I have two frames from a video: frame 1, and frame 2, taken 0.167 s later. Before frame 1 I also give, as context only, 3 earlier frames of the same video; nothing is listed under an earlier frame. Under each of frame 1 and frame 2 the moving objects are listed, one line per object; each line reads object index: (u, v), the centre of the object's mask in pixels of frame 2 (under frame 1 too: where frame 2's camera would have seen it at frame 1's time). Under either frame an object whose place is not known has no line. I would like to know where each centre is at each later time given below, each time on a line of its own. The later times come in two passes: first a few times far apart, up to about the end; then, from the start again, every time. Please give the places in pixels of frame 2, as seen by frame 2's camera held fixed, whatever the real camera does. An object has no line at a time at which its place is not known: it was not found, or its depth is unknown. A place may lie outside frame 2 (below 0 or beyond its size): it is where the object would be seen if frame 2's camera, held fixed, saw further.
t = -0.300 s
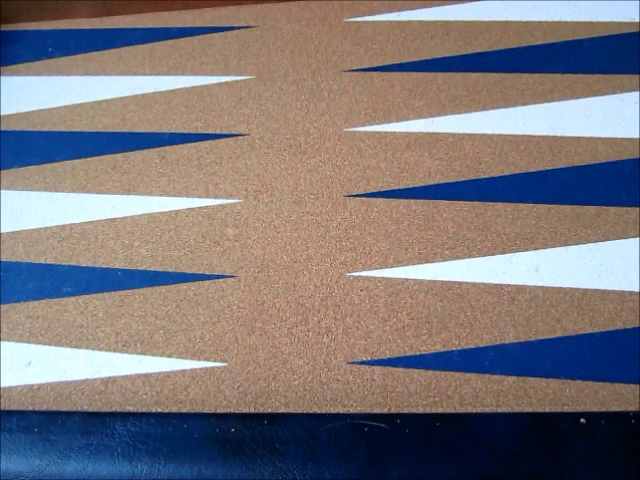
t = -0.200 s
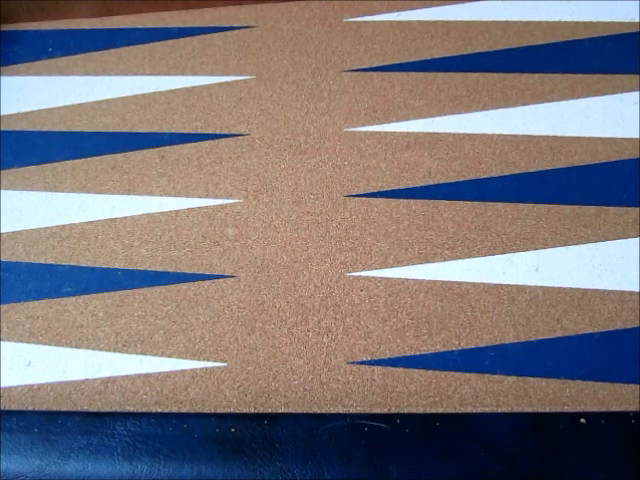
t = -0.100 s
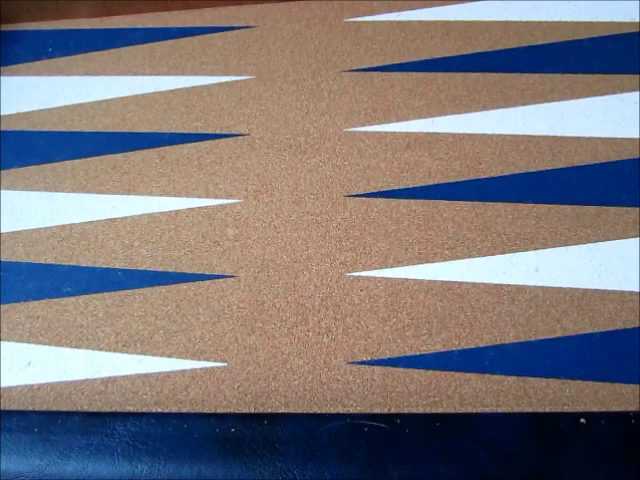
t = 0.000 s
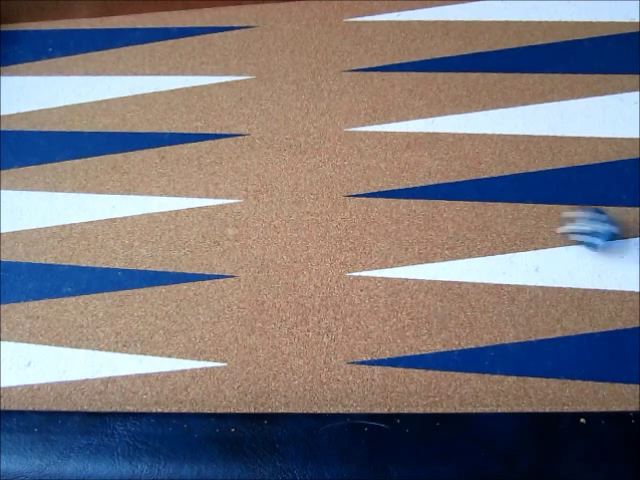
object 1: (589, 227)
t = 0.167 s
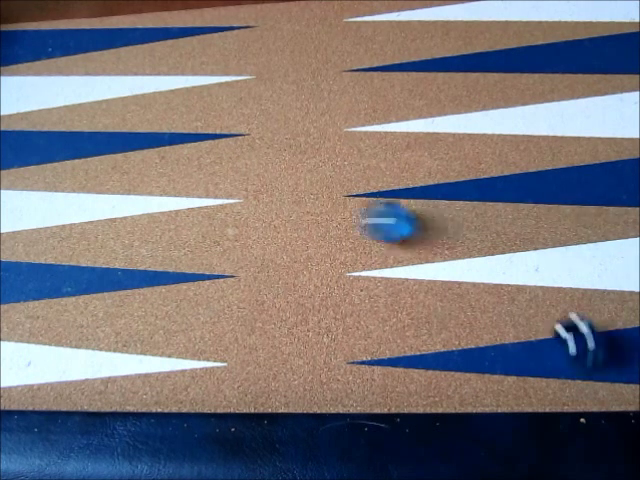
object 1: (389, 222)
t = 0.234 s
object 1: (317, 218)
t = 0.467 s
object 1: (92, 218)
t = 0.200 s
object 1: (351, 221)
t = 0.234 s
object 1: (317, 218)
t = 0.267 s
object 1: (284, 219)
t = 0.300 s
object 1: (248, 220)
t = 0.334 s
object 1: (214, 219)
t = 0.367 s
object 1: (183, 218)
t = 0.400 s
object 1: (154, 215)
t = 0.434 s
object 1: (122, 216)
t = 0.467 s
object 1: (92, 218)
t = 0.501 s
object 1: (67, 215)
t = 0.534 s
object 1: (41, 212)
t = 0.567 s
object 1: (20, 211)
